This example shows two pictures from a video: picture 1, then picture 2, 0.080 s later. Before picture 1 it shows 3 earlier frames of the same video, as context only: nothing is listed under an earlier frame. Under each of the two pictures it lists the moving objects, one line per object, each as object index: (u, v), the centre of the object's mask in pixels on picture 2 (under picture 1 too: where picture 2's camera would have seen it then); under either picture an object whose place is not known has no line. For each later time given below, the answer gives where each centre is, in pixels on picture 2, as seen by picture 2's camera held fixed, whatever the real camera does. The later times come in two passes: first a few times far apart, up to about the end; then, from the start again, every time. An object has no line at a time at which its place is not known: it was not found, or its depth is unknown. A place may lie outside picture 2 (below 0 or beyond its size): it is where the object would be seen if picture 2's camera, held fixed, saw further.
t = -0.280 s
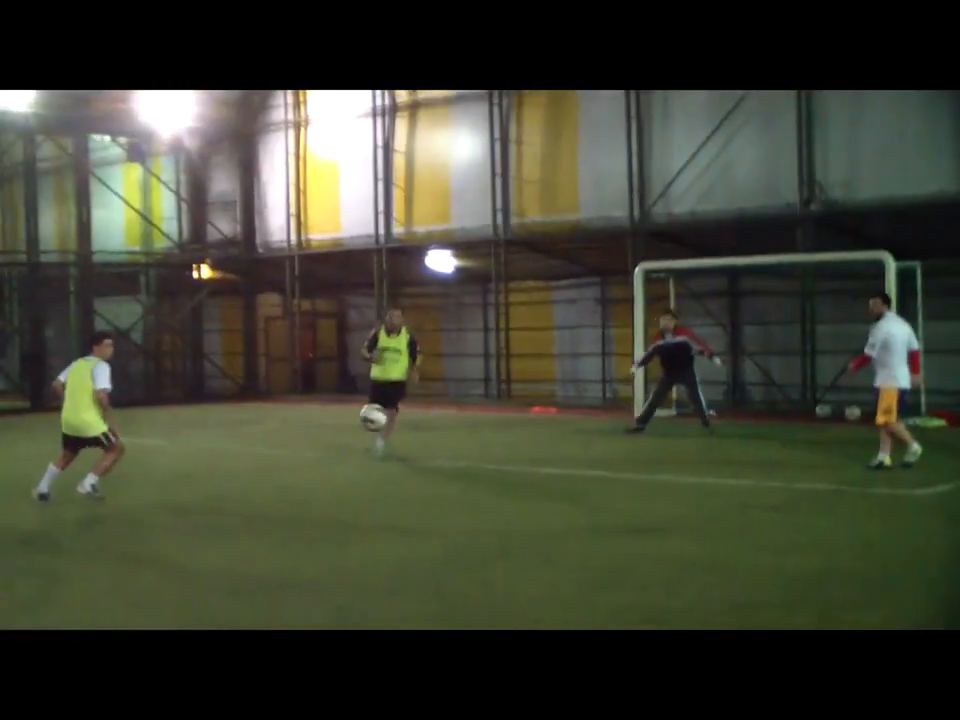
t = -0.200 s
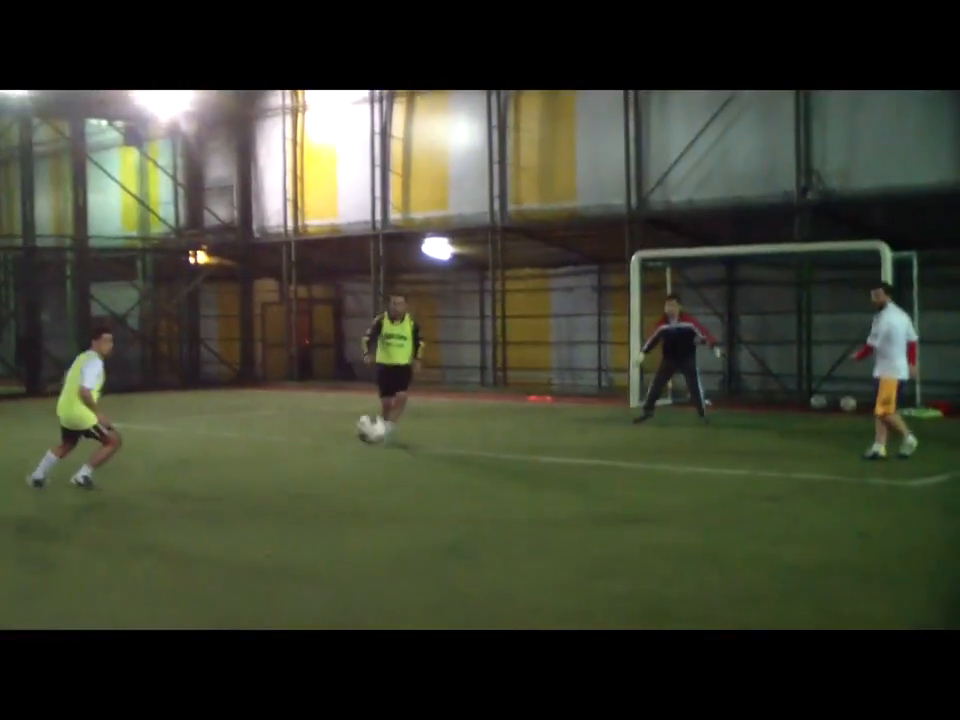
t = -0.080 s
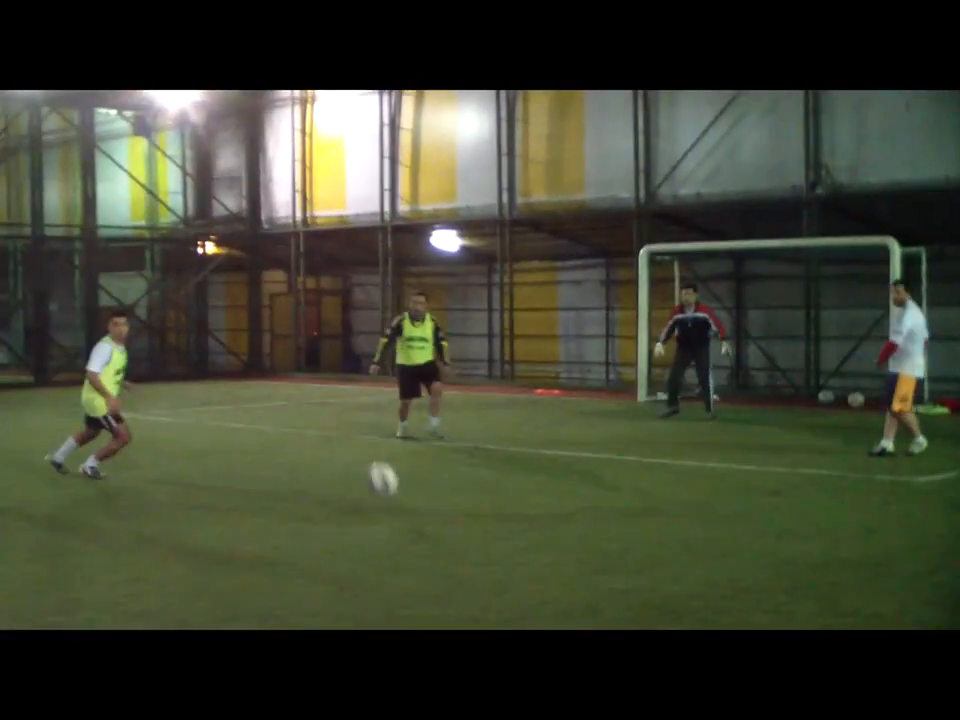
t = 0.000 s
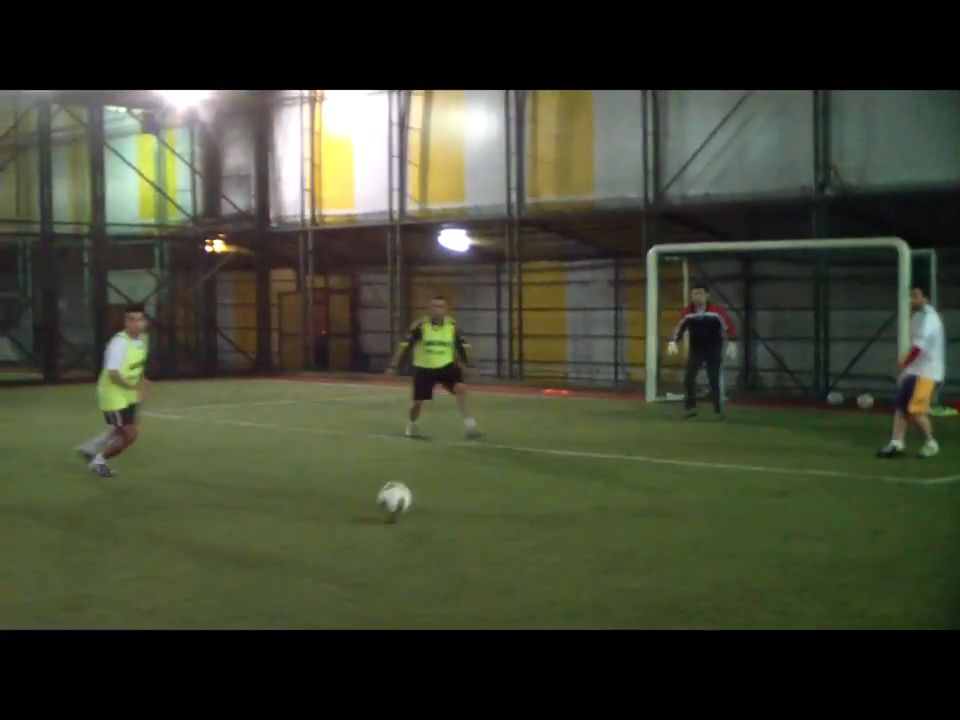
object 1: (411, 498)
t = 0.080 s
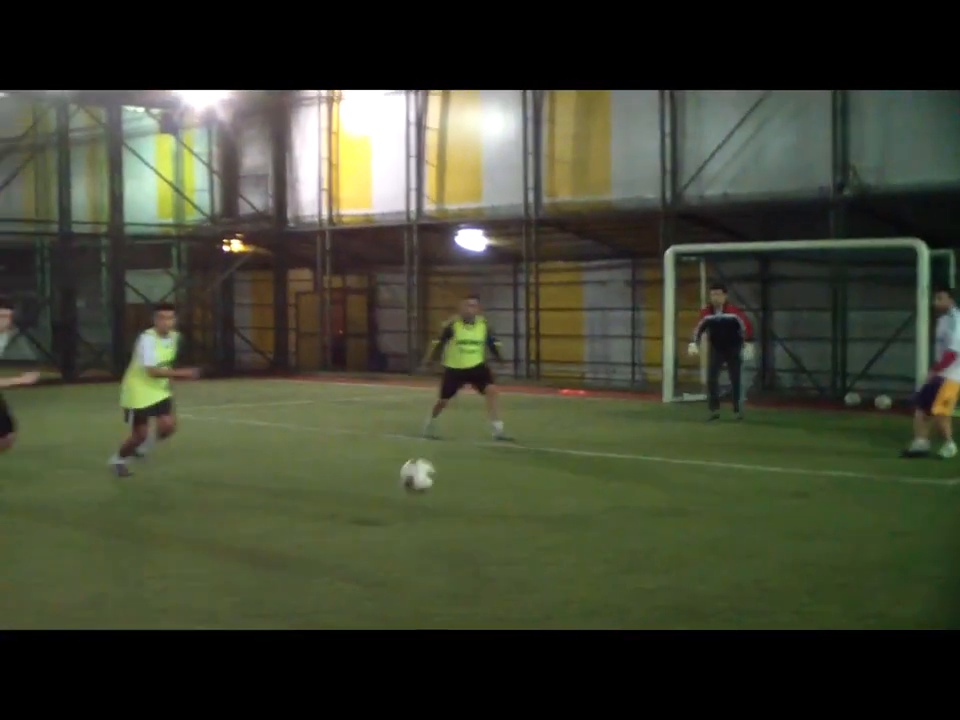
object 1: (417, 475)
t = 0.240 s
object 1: (429, 455)
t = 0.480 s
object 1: (448, 501)
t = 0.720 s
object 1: (469, 539)
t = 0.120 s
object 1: (421, 467)
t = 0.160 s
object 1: (423, 461)
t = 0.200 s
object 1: (427, 456)
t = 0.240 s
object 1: (429, 455)
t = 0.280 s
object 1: (432, 456)
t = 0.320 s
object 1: (435, 458)
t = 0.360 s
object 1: (439, 466)
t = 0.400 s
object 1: (441, 474)
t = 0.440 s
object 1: (445, 485)
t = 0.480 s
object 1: (448, 501)
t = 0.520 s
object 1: (452, 519)
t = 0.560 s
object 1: (456, 541)
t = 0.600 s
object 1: (459, 564)
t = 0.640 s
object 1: (462, 554)
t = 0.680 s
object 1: (465, 545)
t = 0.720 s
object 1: (469, 539)
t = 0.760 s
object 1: (474, 535)
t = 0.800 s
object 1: (476, 536)
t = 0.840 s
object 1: (480, 539)
